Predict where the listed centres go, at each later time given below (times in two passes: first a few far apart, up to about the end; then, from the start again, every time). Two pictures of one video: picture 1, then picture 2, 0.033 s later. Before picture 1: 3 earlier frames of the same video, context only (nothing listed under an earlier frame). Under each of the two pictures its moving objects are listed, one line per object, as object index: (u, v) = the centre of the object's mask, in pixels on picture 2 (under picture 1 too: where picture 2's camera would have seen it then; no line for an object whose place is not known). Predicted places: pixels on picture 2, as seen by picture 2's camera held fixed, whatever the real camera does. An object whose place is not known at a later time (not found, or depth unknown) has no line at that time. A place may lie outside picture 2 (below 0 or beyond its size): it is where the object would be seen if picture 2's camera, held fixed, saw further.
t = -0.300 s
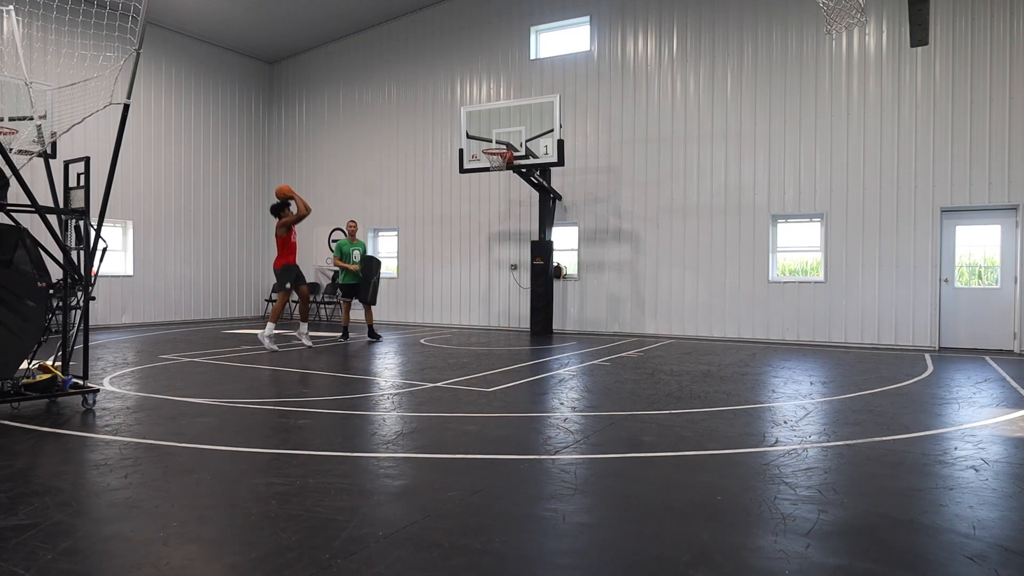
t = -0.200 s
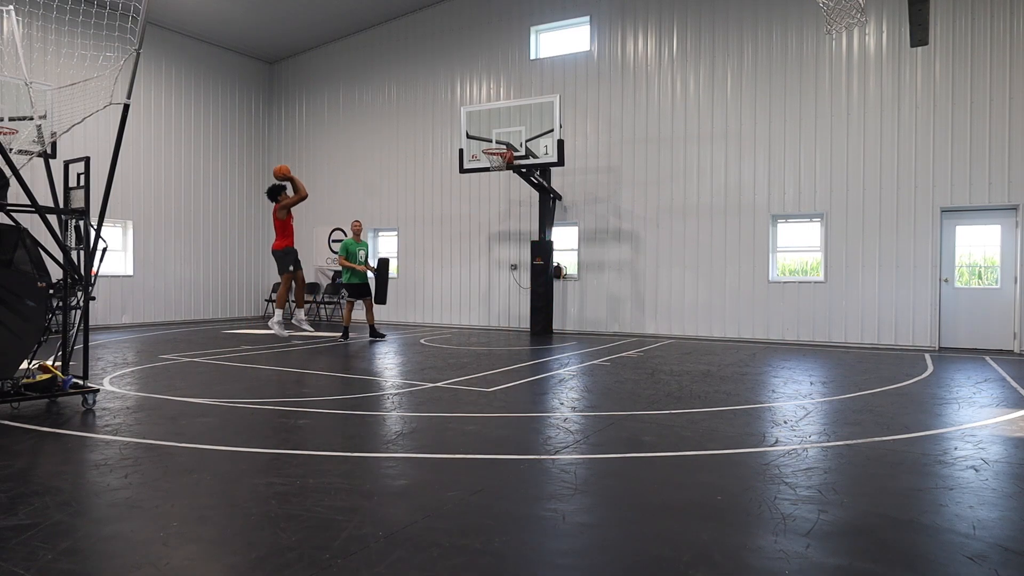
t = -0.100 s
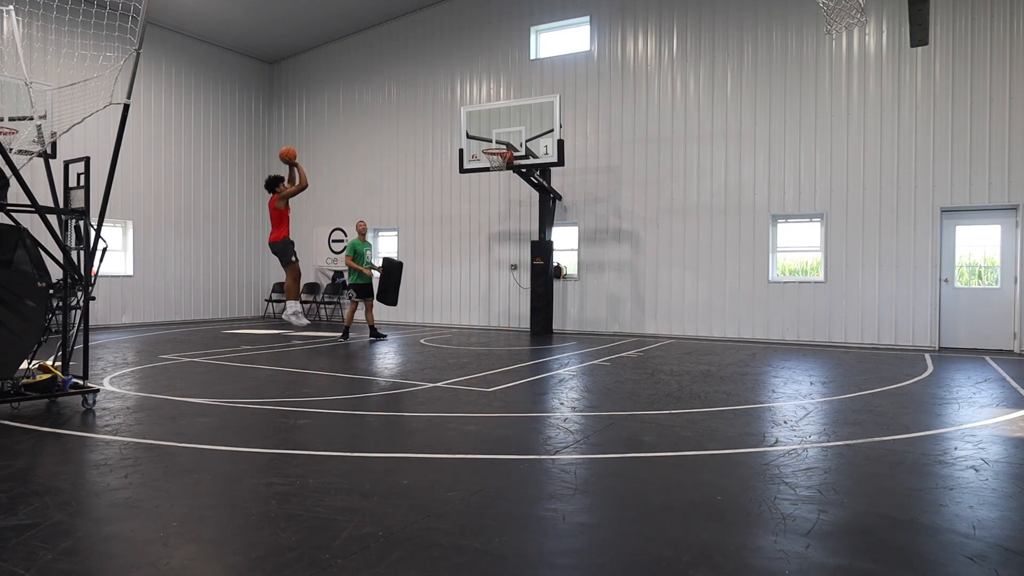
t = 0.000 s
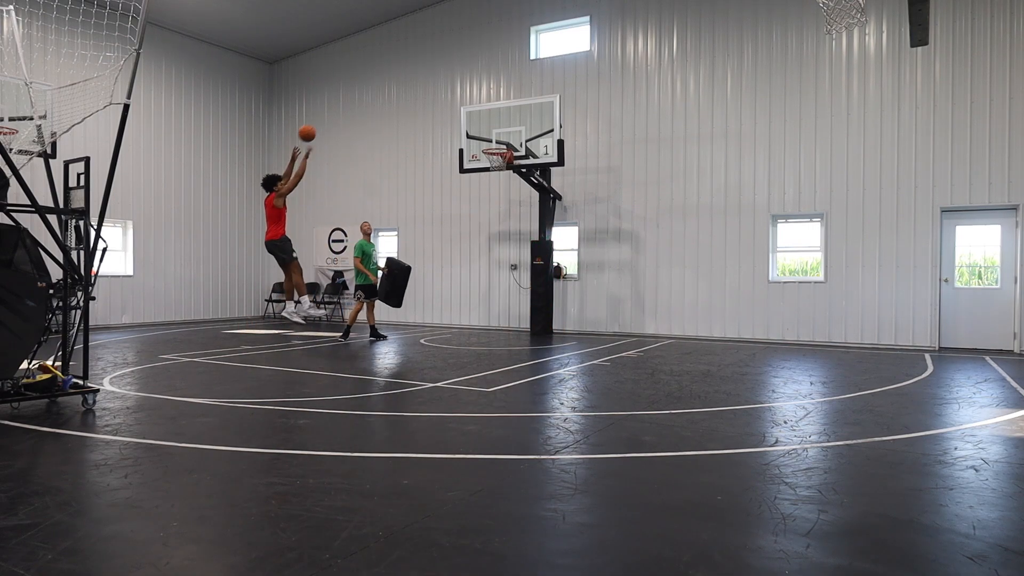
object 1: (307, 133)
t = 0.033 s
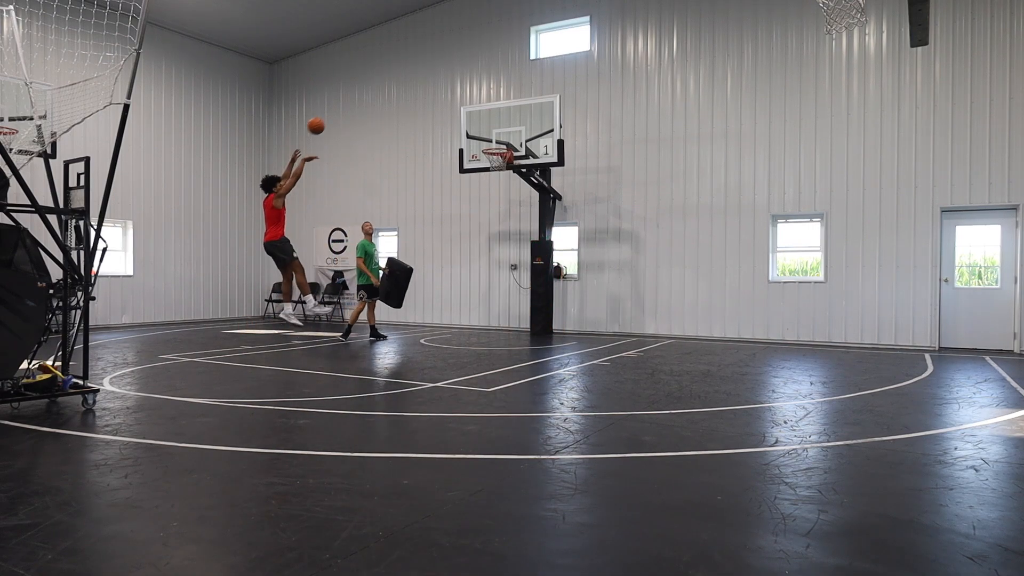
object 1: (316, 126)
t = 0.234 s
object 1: (368, 98)
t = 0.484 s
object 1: (427, 102)
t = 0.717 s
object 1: (479, 139)
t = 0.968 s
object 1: (502, 141)
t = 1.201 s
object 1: (502, 135)
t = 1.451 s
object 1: (495, 152)
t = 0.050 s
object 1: (320, 122)
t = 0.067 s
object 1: (325, 119)
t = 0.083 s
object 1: (329, 116)
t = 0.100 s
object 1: (334, 113)
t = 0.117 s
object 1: (338, 111)
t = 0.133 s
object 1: (342, 108)
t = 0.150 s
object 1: (347, 106)
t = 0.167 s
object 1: (351, 104)
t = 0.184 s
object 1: (355, 102)
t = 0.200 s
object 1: (359, 101)
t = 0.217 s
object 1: (364, 99)
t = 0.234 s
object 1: (368, 98)
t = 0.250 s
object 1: (372, 97)
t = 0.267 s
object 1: (376, 96)
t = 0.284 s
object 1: (380, 95)
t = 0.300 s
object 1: (384, 95)
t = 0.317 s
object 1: (388, 95)
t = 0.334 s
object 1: (392, 94)
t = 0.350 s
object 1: (396, 95)
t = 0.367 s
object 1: (400, 95)
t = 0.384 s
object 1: (404, 95)
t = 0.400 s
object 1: (408, 96)
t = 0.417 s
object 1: (412, 97)
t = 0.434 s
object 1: (416, 98)
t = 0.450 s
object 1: (420, 99)
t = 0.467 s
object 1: (423, 100)
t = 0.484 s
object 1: (427, 102)
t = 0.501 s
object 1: (431, 103)
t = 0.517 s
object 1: (435, 105)
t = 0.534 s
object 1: (439, 107)
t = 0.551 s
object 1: (442, 109)
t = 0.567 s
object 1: (446, 111)
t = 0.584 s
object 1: (450, 114)
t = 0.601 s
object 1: (453, 116)
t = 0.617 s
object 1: (457, 119)
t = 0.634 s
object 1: (461, 122)
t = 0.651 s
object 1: (464, 125)
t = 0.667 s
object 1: (468, 128)
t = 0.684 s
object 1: (472, 131)
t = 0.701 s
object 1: (475, 135)
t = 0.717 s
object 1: (479, 139)
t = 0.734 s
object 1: (482, 143)
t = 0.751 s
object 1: (483, 143)
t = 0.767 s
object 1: (485, 142)
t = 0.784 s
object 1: (486, 141)
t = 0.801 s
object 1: (488, 140)
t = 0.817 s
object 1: (489, 140)
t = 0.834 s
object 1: (491, 139)
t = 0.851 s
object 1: (492, 139)
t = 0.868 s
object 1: (493, 139)
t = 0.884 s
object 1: (495, 139)
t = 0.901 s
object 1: (496, 139)
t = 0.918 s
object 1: (498, 139)
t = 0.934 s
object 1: (499, 140)
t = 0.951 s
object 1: (500, 140)
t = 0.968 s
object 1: (502, 141)
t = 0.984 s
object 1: (503, 142)
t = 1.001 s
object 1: (504, 143)
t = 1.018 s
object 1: (506, 144)
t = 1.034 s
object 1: (506, 144)
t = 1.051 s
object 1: (506, 143)
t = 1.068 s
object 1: (506, 141)
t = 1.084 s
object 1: (505, 140)
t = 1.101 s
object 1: (505, 139)
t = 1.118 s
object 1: (504, 138)
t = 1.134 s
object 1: (504, 137)
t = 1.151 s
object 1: (503, 136)
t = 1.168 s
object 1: (503, 136)
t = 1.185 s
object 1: (502, 136)
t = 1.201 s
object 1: (502, 135)
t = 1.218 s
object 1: (501, 135)
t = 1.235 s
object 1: (501, 135)
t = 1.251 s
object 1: (500, 136)
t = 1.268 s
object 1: (500, 136)
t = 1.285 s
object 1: (500, 137)
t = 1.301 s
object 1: (499, 137)
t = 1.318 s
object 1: (499, 138)
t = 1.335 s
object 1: (498, 139)
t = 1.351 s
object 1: (498, 140)
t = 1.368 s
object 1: (497, 141)
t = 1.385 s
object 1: (497, 143)
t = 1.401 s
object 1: (496, 143)
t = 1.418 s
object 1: (496, 147)
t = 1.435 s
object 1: (495, 149)
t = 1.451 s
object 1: (495, 152)
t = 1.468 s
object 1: (494, 154)
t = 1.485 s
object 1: (494, 156)
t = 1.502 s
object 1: (493, 159)
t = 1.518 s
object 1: (493, 160)
